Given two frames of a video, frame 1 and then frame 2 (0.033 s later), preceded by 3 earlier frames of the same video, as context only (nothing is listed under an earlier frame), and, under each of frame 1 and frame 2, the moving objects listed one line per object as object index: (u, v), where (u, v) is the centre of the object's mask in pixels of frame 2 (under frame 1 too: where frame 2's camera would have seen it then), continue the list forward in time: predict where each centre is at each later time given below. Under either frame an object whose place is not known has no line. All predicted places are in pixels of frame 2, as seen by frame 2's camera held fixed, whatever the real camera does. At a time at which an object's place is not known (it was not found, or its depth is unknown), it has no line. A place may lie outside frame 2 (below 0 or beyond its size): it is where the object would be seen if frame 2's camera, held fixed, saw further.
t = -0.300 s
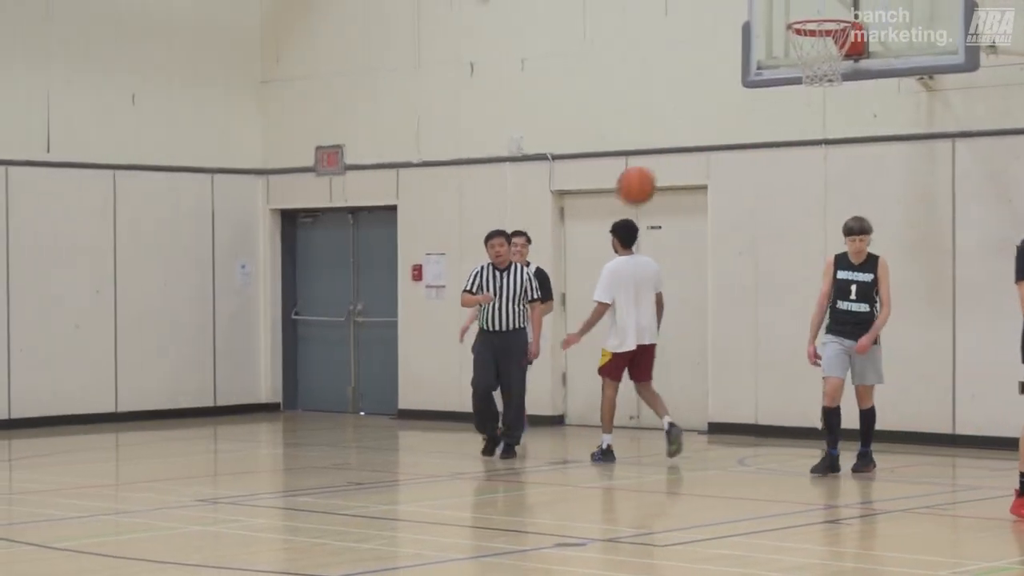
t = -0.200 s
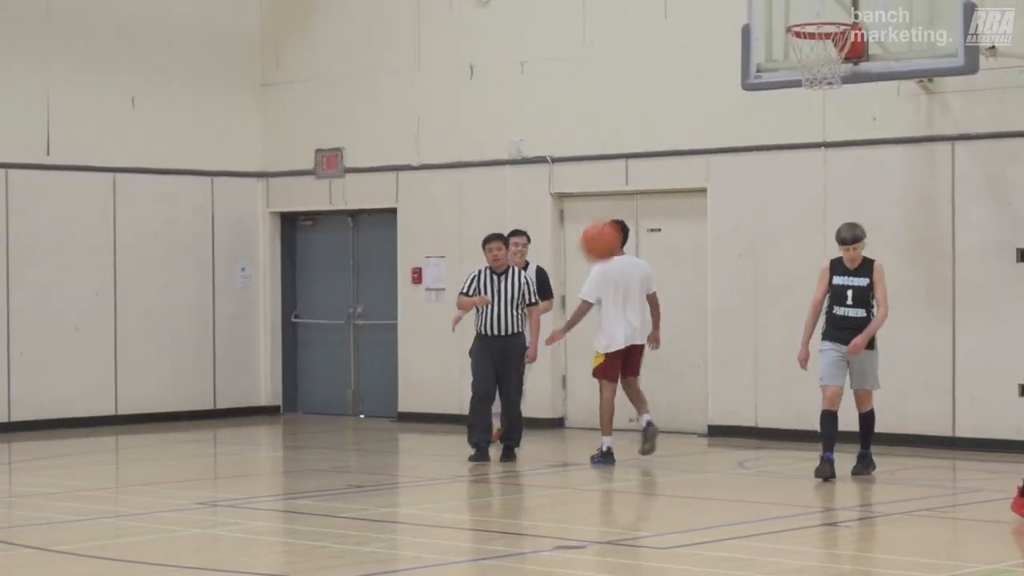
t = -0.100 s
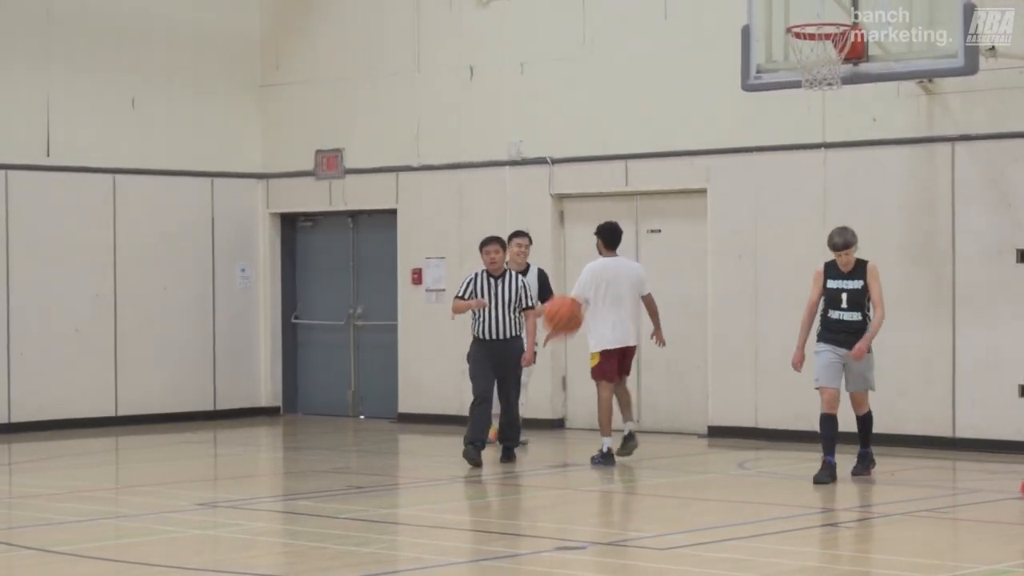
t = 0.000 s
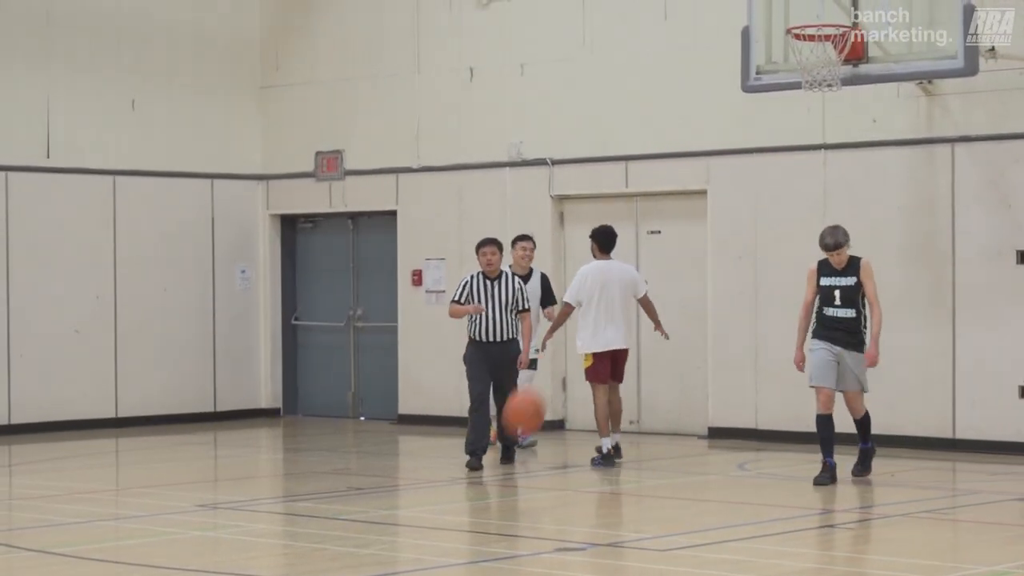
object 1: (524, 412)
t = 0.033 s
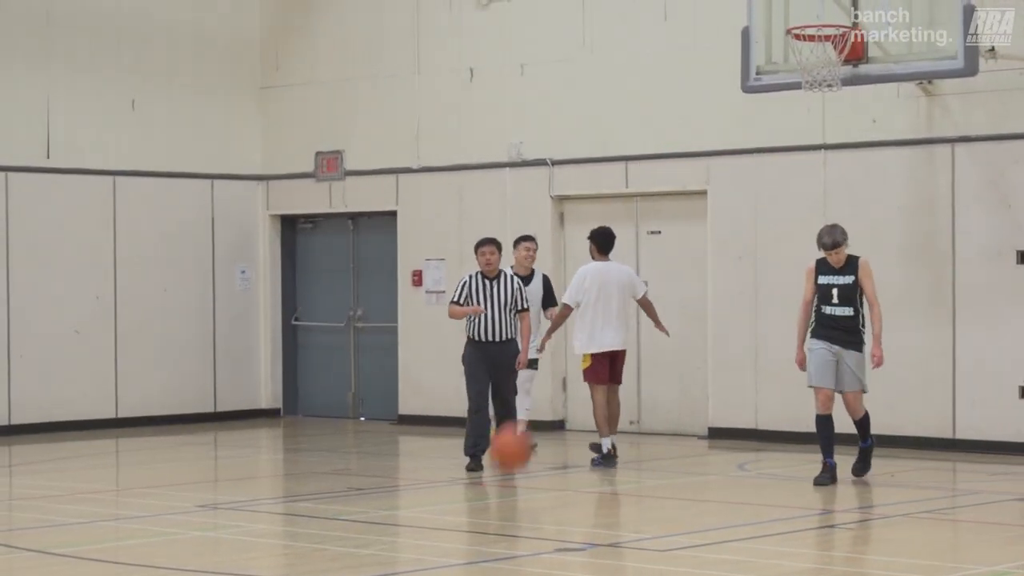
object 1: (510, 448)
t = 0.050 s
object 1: (505, 466)
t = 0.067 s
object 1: (497, 486)
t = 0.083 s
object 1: (491, 506)
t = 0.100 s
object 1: (488, 496)
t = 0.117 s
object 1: (487, 482)
